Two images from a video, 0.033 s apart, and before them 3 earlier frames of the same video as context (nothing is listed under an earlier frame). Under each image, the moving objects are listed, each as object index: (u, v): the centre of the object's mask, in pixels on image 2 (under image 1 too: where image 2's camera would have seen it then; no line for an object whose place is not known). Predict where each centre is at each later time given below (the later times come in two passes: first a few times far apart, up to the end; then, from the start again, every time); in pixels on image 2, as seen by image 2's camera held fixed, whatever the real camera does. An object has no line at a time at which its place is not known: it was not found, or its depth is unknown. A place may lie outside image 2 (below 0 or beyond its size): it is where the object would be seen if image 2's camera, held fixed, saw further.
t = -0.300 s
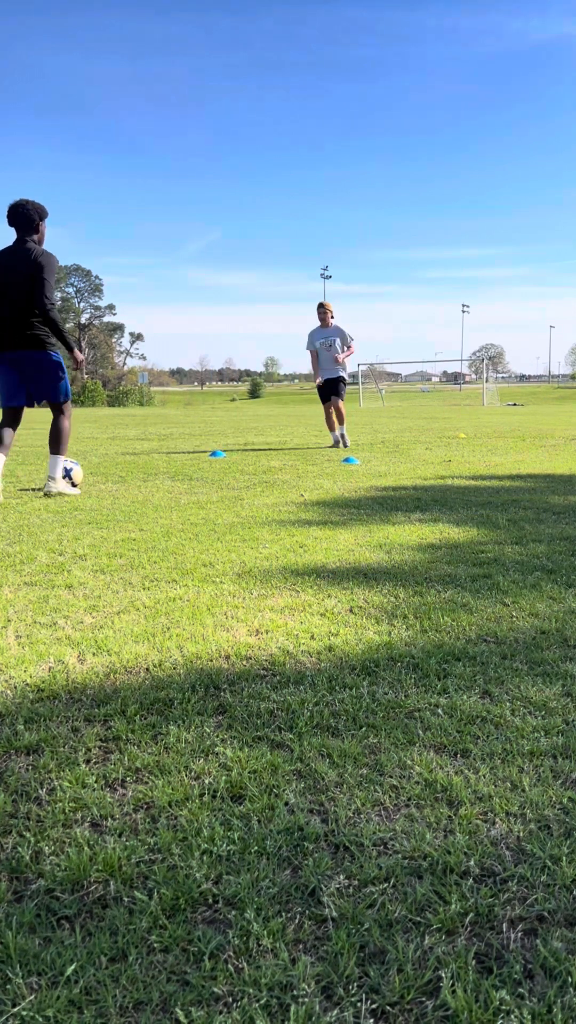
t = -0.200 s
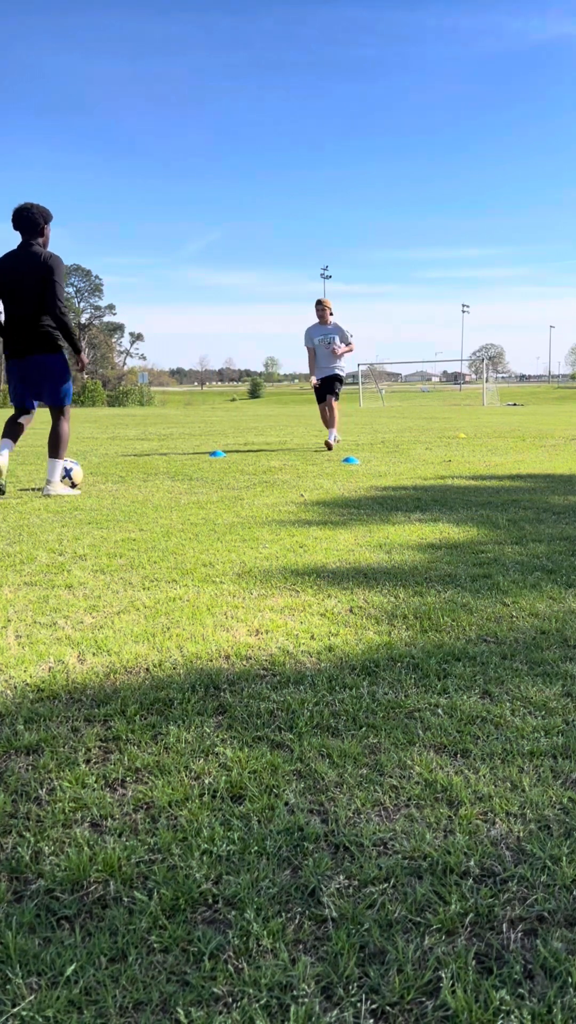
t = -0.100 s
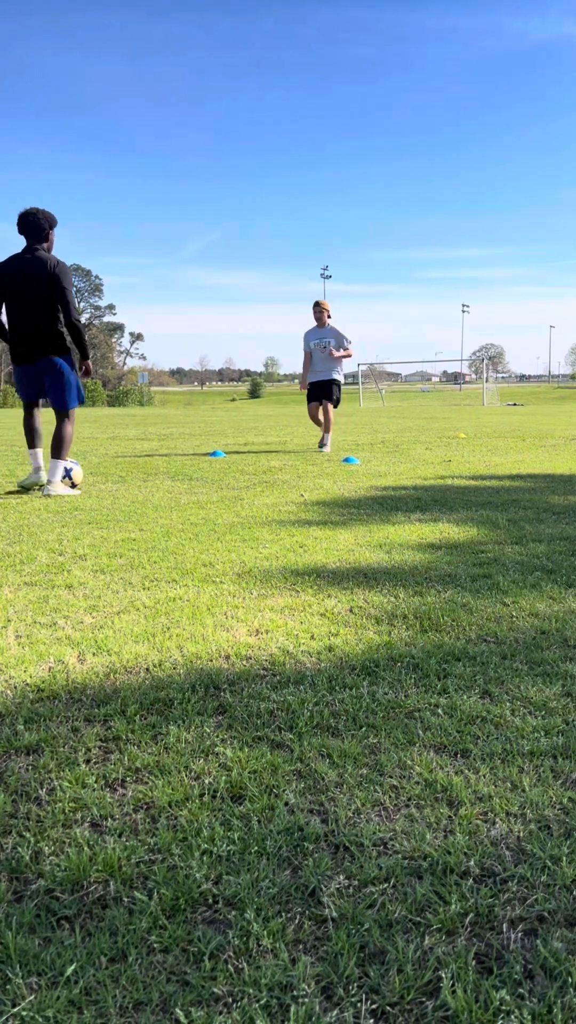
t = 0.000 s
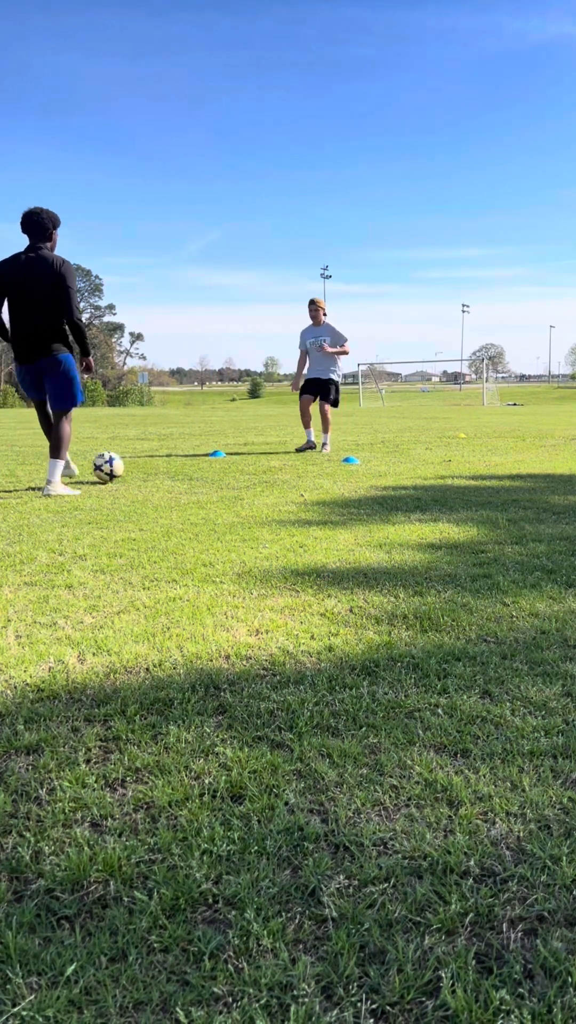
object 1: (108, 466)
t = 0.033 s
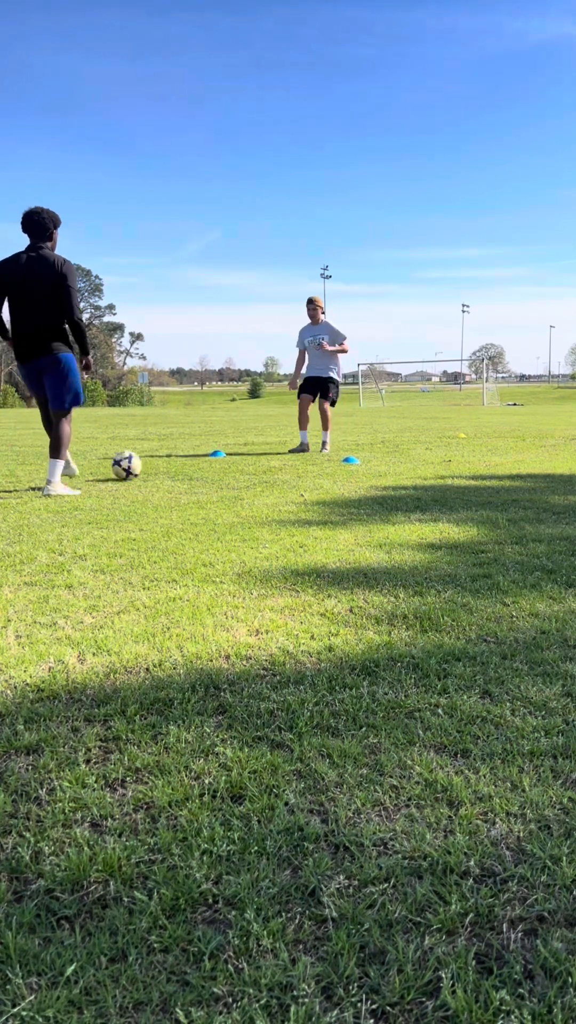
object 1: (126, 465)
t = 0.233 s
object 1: (208, 456)
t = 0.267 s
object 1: (218, 454)
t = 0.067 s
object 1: (143, 464)
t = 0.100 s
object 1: (158, 460)
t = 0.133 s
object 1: (172, 458)
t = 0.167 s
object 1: (185, 457)
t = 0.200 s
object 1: (197, 457)
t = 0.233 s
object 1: (208, 456)
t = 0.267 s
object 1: (218, 454)
